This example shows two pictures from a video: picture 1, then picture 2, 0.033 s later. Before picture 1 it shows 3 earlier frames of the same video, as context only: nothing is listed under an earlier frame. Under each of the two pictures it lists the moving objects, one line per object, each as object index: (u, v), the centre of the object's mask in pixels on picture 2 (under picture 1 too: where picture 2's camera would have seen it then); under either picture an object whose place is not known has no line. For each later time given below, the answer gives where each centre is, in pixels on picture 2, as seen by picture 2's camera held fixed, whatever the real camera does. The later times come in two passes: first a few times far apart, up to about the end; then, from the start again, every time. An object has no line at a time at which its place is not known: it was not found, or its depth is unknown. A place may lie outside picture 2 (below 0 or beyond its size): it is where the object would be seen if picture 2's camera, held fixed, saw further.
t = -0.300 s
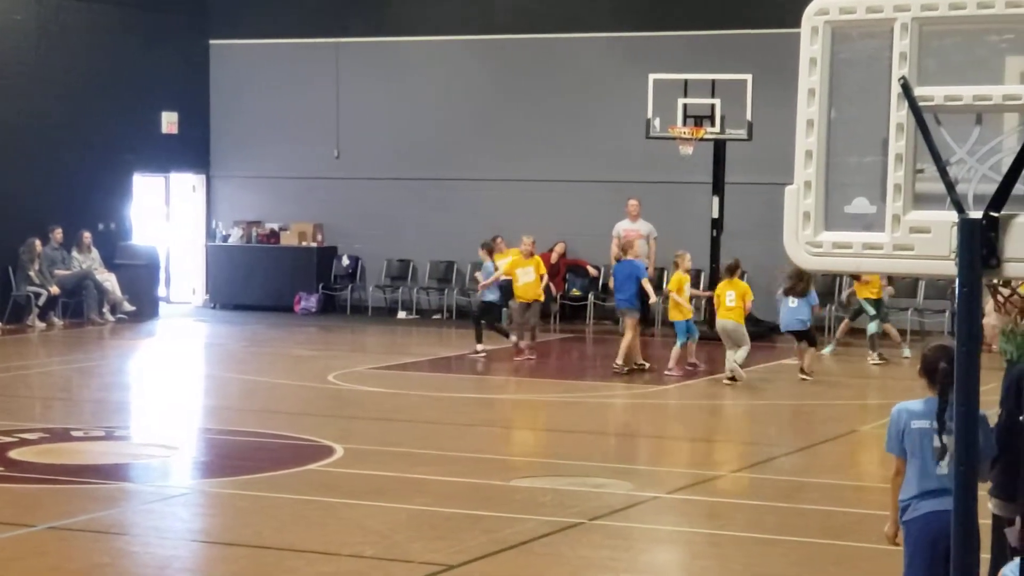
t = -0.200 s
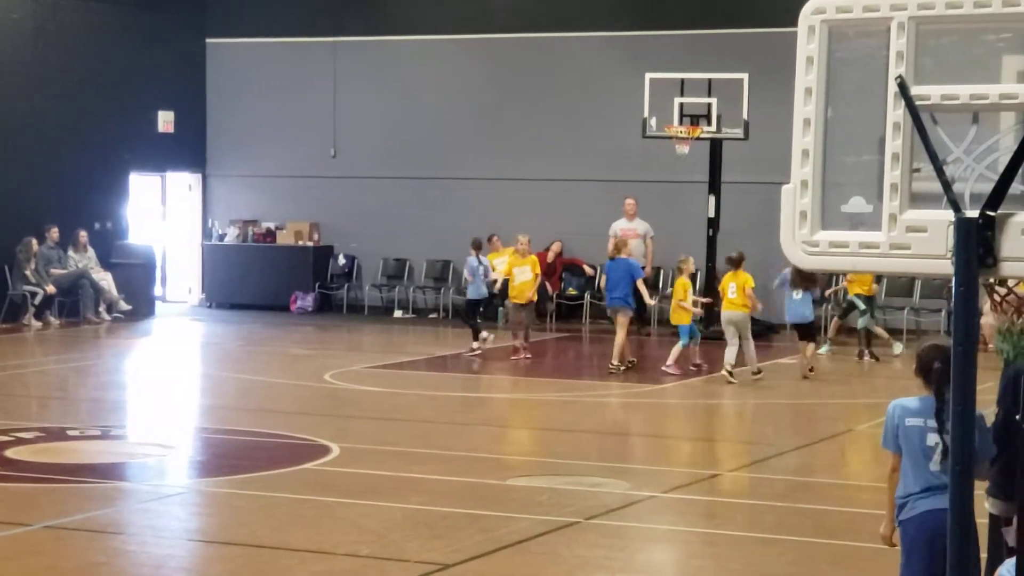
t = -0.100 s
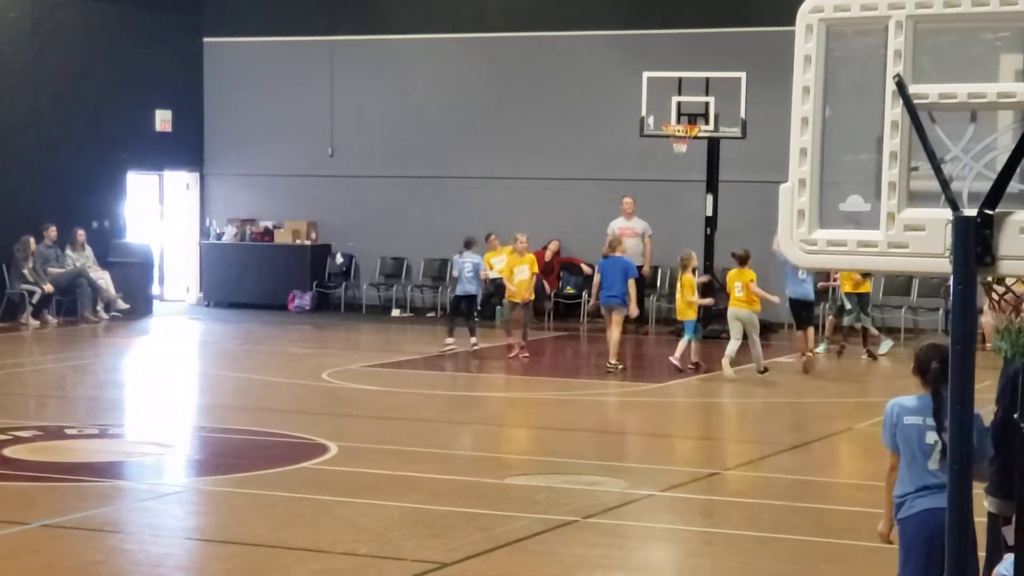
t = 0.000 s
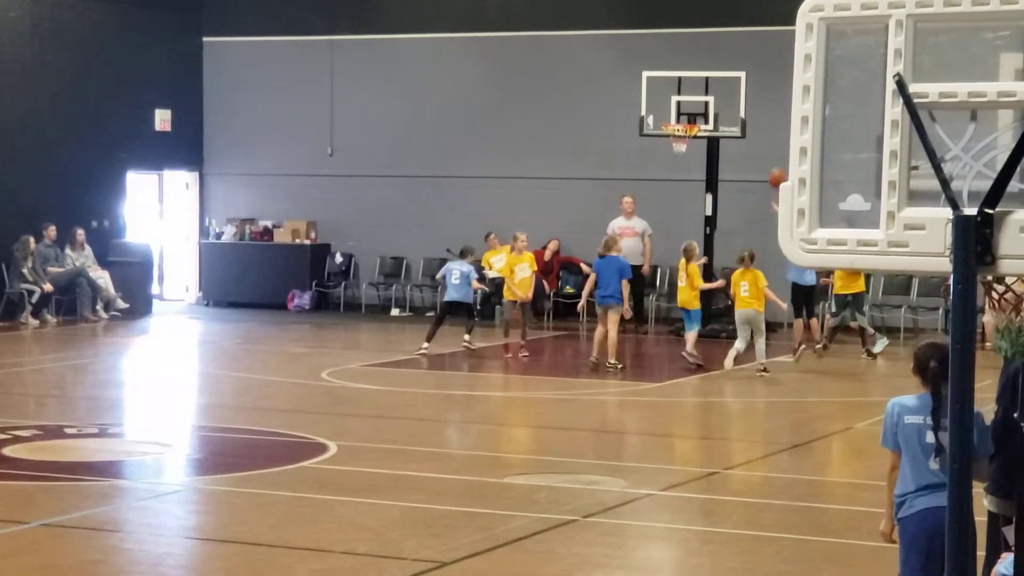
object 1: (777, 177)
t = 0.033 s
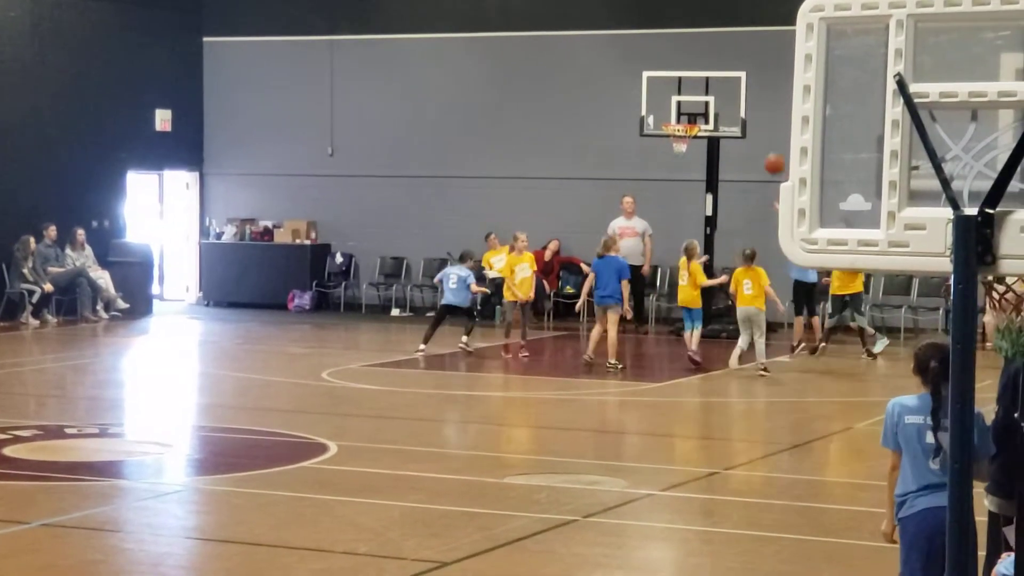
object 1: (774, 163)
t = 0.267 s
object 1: (745, 93)
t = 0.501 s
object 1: (718, 70)
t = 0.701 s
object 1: (689, 86)
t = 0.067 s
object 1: (770, 150)
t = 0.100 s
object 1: (765, 138)
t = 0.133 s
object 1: (761, 126)
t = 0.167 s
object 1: (757, 116)
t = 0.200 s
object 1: (753, 107)
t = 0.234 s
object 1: (749, 99)
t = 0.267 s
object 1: (745, 93)
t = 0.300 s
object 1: (740, 86)
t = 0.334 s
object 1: (737, 81)
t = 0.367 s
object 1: (733, 77)
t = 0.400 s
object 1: (729, 74)
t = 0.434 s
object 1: (726, 72)
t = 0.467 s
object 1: (722, 71)
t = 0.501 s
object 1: (718, 70)
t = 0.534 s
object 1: (715, 71)
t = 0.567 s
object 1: (711, 72)
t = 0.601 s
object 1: (707, 75)
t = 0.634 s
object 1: (700, 77)
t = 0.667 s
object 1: (695, 82)
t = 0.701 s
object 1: (689, 86)
